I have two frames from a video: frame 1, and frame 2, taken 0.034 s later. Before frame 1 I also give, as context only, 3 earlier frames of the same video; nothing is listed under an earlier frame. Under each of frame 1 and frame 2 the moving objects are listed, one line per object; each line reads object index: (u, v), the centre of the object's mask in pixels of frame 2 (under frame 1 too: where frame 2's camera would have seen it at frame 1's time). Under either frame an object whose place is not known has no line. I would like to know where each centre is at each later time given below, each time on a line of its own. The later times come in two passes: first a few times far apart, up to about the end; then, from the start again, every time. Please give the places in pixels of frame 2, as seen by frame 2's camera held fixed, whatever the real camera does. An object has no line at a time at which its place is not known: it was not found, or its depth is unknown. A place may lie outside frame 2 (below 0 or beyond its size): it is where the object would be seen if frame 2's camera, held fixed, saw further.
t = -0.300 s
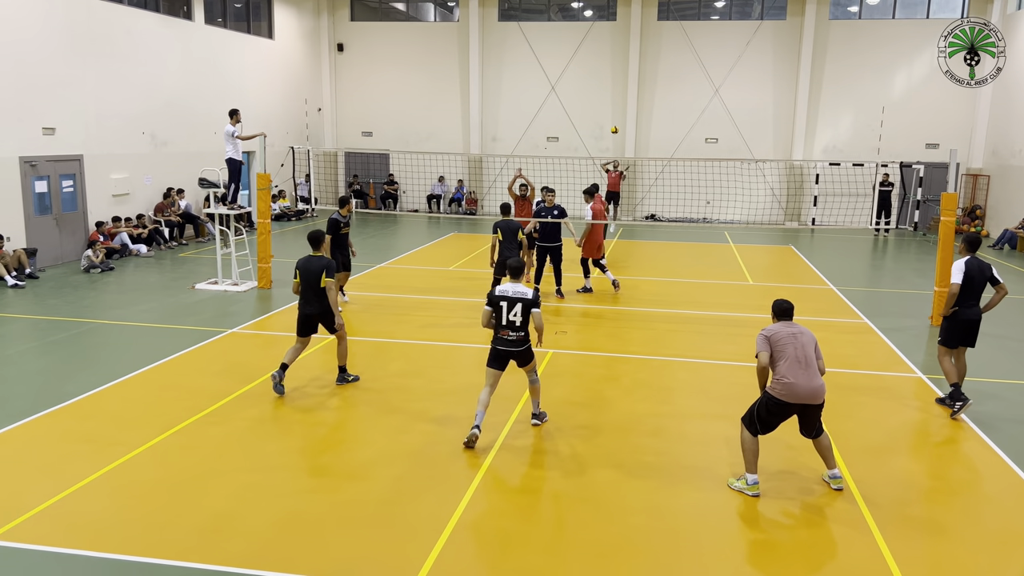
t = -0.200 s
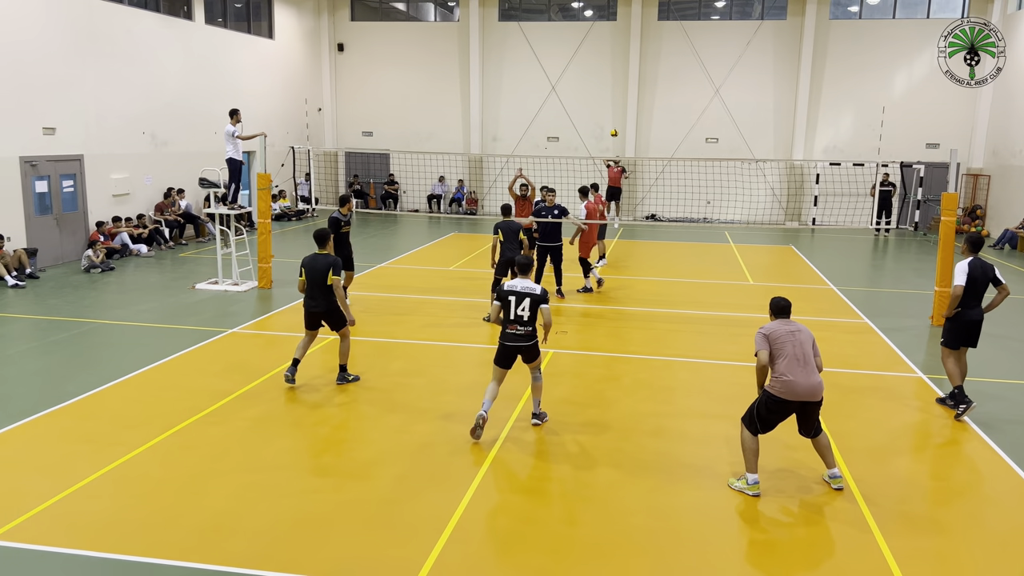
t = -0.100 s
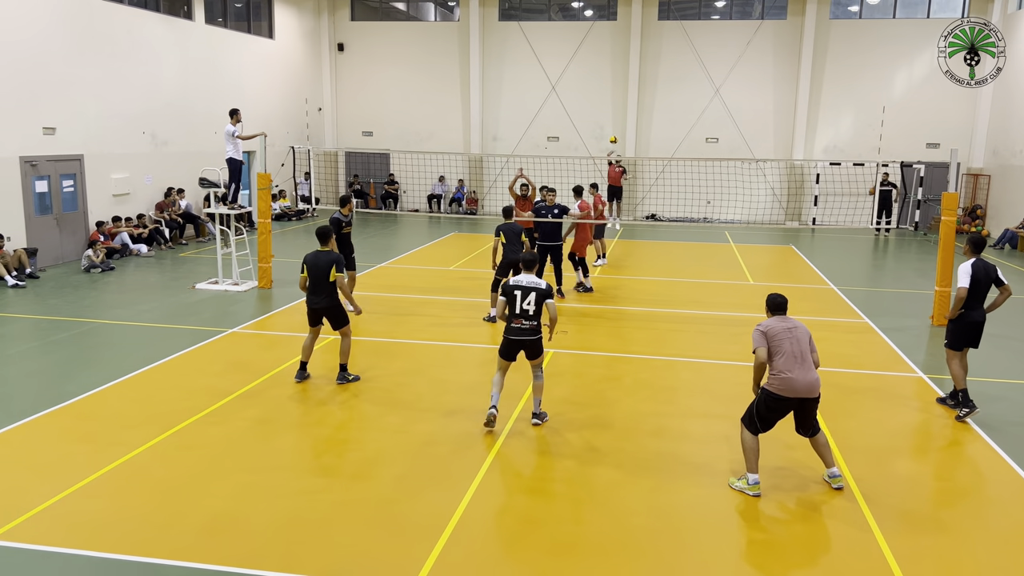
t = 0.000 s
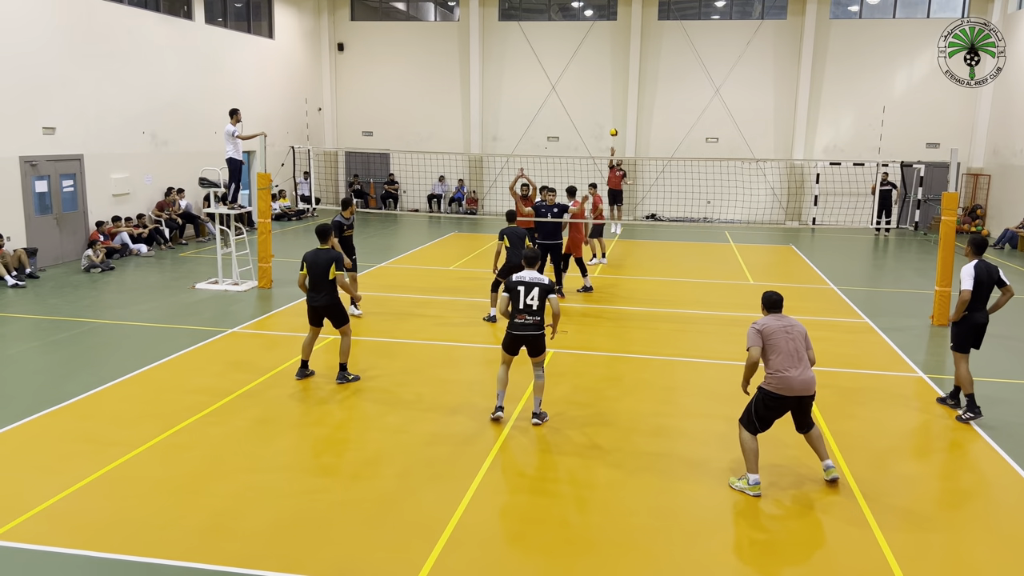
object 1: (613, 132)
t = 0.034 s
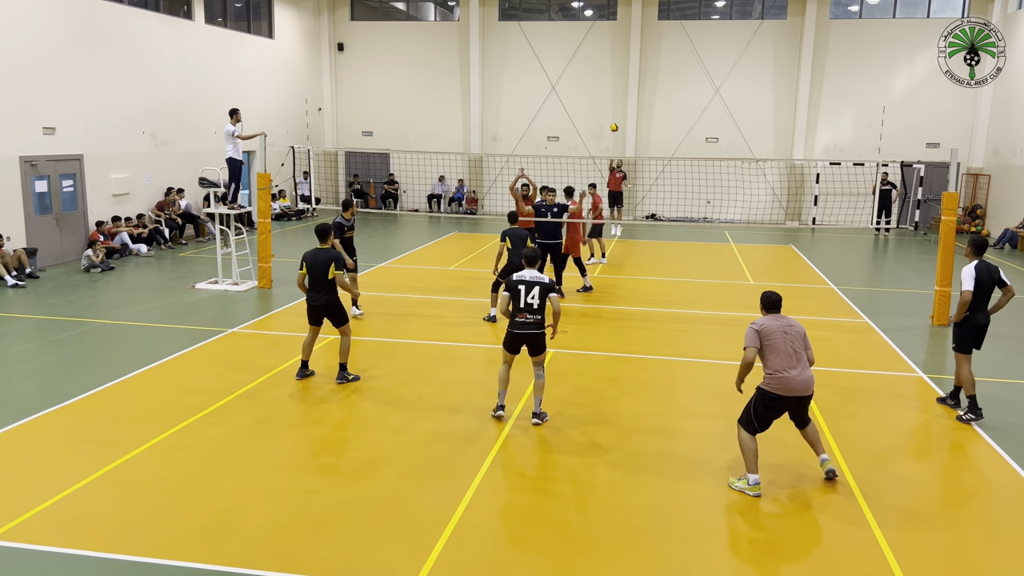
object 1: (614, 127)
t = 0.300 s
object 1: (617, 95)
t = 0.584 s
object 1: (618, 87)
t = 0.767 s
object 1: (613, 112)
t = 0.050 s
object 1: (614, 125)
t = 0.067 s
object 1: (614, 122)
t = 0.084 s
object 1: (614, 120)
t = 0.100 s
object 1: (614, 118)
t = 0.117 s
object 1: (614, 116)
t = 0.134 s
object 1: (615, 113)
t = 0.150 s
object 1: (615, 111)
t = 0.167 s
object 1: (615, 109)
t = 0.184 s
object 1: (615, 107)
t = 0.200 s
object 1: (616, 105)
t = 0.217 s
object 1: (616, 104)
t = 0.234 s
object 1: (616, 102)
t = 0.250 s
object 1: (616, 100)
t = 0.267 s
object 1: (616, 98)
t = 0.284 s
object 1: (617, 97)
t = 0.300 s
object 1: (617, 95)
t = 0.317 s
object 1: (617, 94)
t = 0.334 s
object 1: (617, 92)
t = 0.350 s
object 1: (617, 91)
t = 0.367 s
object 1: (617, 90)
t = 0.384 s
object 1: (618, 89)
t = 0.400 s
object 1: (618, 88)
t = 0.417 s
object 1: (618, 87)
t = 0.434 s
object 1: (618, 86)
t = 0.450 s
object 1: (618, 86)
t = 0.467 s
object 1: (618, 85)
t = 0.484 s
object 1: (618, 85)
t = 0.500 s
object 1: (618, 85)
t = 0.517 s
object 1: (618, 85)
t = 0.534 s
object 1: (618, 85)
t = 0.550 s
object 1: (618, 86)
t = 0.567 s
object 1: (618, 86)
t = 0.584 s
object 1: (618, 87)
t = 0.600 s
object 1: (618, 88)
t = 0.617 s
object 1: (617, 90)
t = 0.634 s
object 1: (617, 91)
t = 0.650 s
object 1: (617, 93)
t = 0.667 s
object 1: (617, 95)
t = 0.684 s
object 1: (616, 97)
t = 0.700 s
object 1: (616, 99)
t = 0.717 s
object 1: (615, 102)
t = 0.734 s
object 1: (615, 105)
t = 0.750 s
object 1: (614, 108)
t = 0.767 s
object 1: (613, 112)
